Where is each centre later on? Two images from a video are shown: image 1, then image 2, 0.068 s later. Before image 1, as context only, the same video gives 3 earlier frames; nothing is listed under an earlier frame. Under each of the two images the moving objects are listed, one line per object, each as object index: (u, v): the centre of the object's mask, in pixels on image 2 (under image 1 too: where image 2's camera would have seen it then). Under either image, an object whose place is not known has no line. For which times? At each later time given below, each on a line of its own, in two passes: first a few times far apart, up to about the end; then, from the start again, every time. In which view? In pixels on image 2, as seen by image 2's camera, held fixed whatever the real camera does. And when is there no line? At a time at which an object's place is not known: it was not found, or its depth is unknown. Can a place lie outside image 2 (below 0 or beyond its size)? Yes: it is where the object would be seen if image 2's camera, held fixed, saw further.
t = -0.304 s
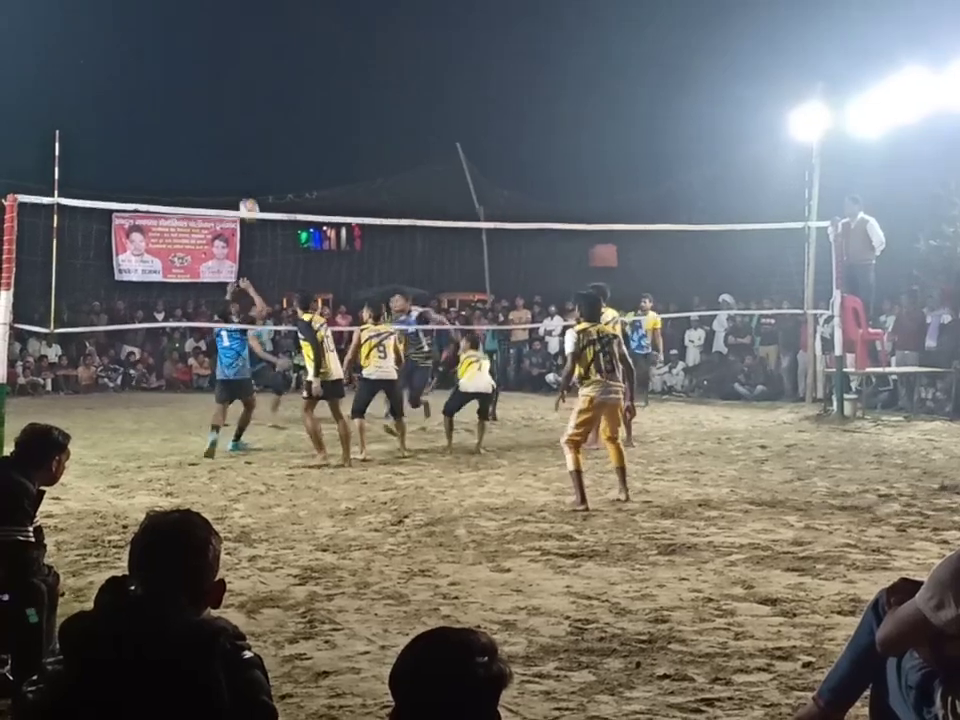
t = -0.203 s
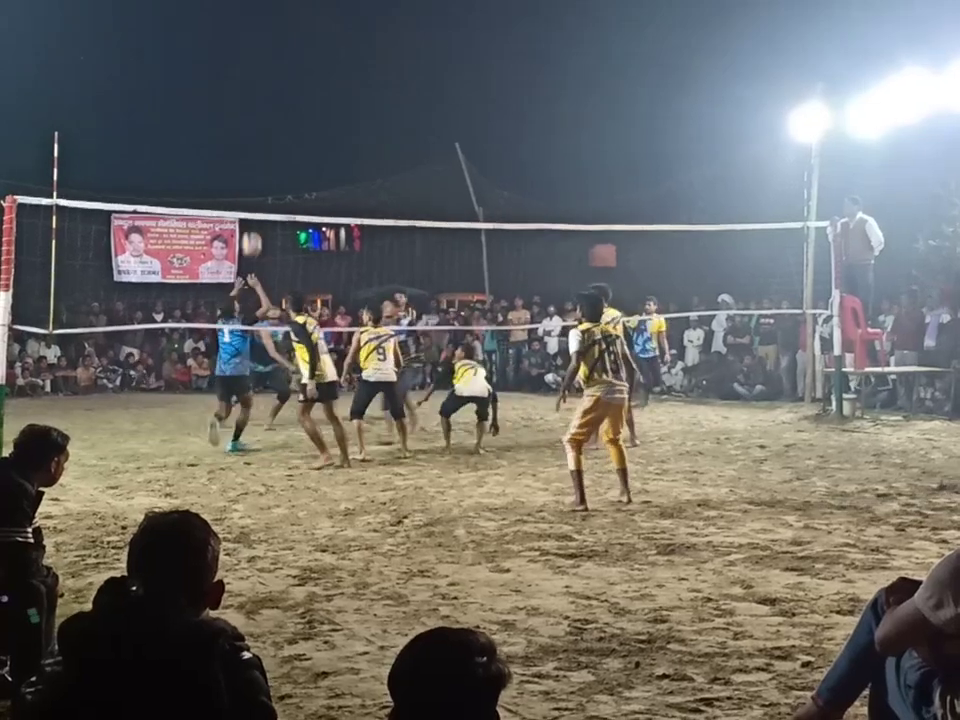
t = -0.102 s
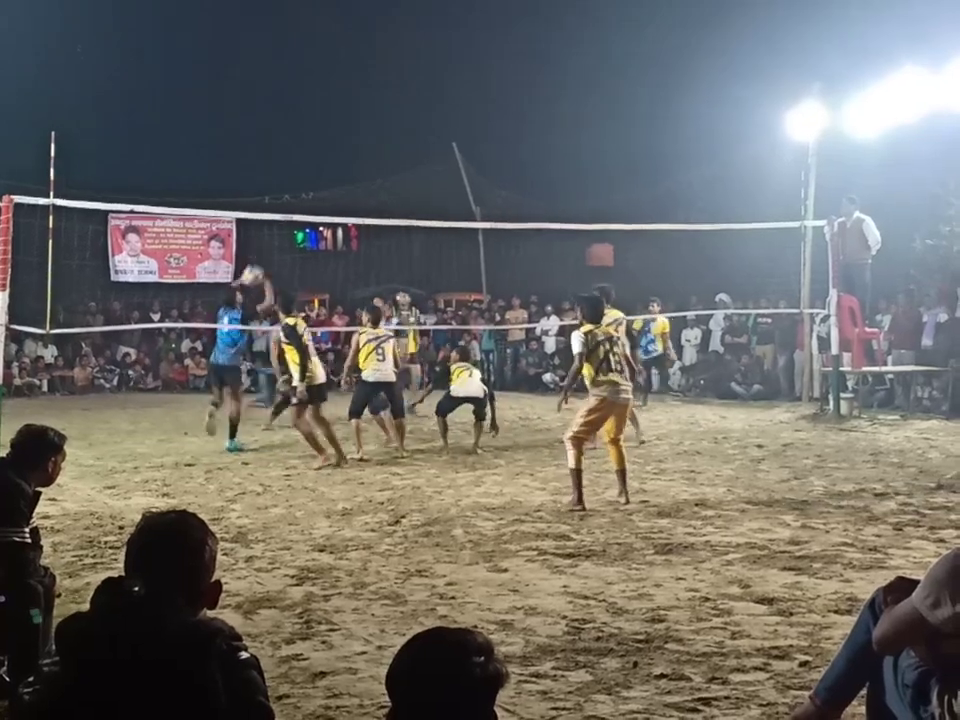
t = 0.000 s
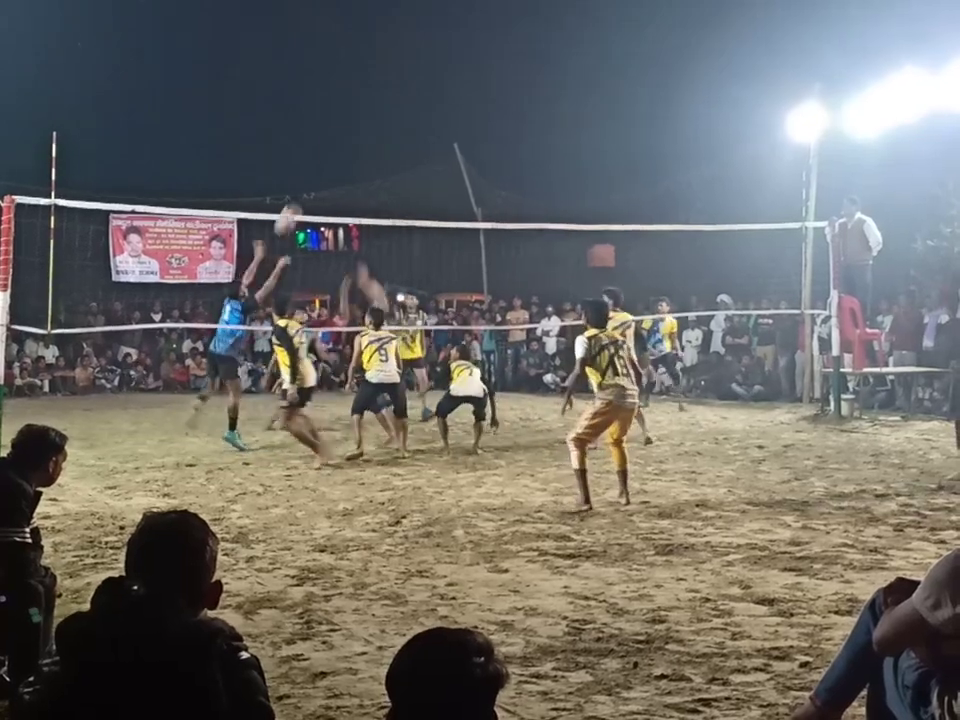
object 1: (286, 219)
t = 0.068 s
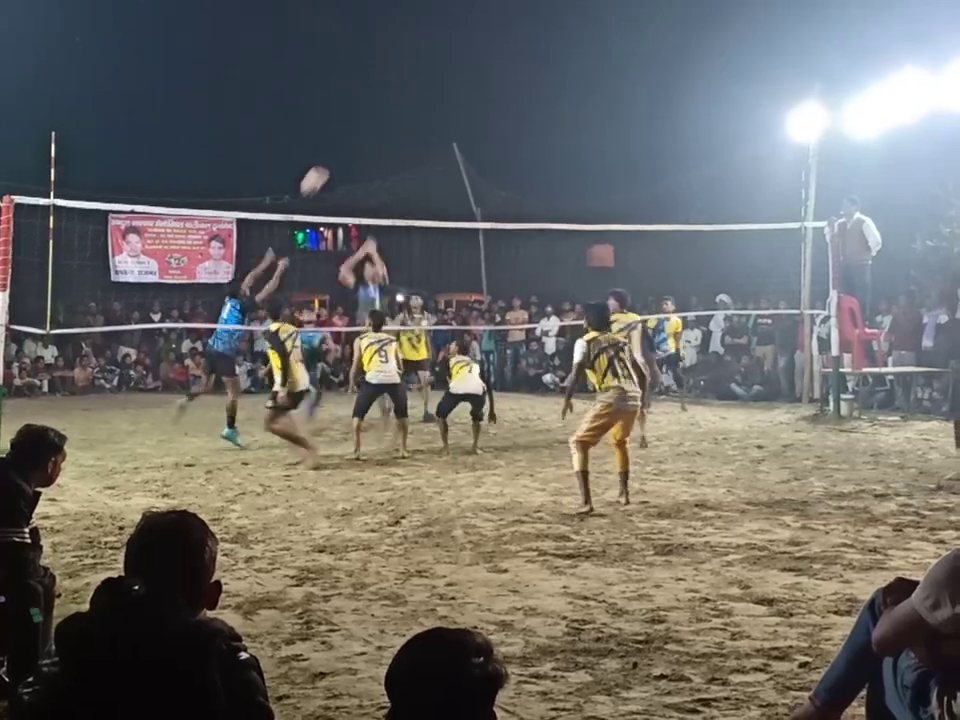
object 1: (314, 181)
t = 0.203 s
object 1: (366, 119)
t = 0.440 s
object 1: (452, 54)
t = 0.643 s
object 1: (522, 40)
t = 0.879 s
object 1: (596, 68)
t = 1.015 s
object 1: (636, 103)
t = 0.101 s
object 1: (327, 163)
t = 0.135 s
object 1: (340, 148)
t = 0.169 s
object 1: (353, 133)
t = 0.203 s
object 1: (366, 119)
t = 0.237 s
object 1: (379, 106)
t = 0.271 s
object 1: (391, 94)
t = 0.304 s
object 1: (403, 84)
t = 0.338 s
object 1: (416, 75)
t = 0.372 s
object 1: (428, 67)
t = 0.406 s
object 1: (441, 60)
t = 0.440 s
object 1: (452, 54)
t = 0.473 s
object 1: (464, 49)
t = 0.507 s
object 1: (476, 45)
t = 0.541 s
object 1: (487, 43)
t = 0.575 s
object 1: (500, 41)
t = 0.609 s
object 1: (510, 40)
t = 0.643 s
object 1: (522, 40)
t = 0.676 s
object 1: (533, 41)
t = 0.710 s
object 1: (543, 44)
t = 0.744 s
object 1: (555, 47)
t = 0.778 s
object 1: (565, 51)
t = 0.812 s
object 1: (576, 56)
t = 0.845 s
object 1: (586, 61)
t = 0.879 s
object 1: (596, 68)
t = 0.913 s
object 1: (606, 76)
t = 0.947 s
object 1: (616, 84)
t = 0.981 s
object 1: (627, 93)
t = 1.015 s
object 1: (636, 103)
